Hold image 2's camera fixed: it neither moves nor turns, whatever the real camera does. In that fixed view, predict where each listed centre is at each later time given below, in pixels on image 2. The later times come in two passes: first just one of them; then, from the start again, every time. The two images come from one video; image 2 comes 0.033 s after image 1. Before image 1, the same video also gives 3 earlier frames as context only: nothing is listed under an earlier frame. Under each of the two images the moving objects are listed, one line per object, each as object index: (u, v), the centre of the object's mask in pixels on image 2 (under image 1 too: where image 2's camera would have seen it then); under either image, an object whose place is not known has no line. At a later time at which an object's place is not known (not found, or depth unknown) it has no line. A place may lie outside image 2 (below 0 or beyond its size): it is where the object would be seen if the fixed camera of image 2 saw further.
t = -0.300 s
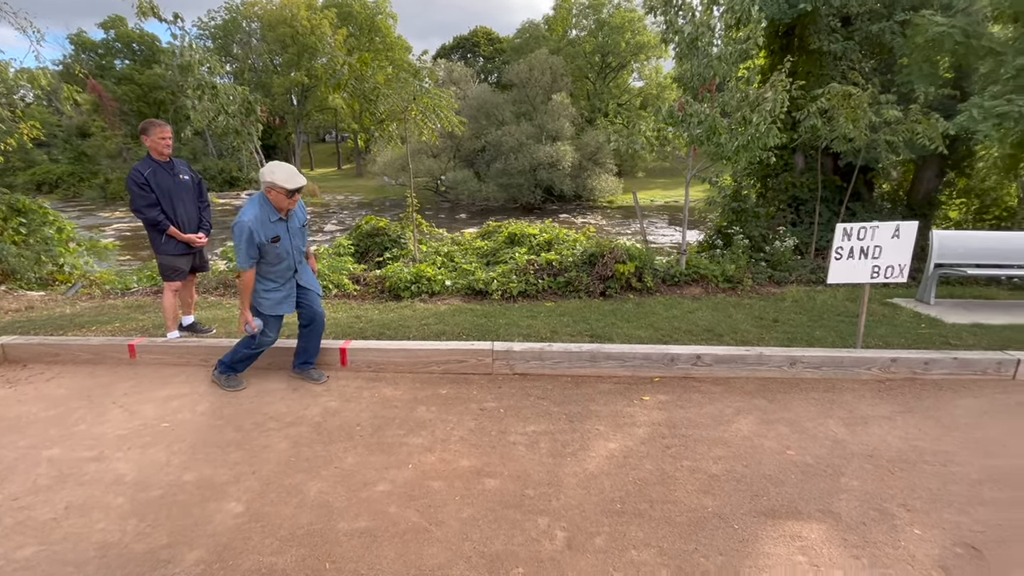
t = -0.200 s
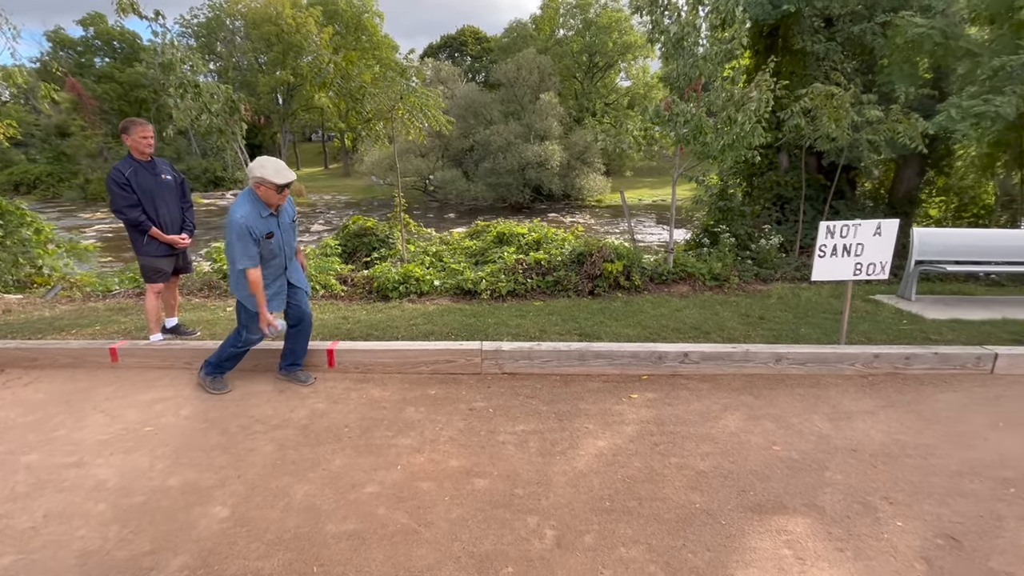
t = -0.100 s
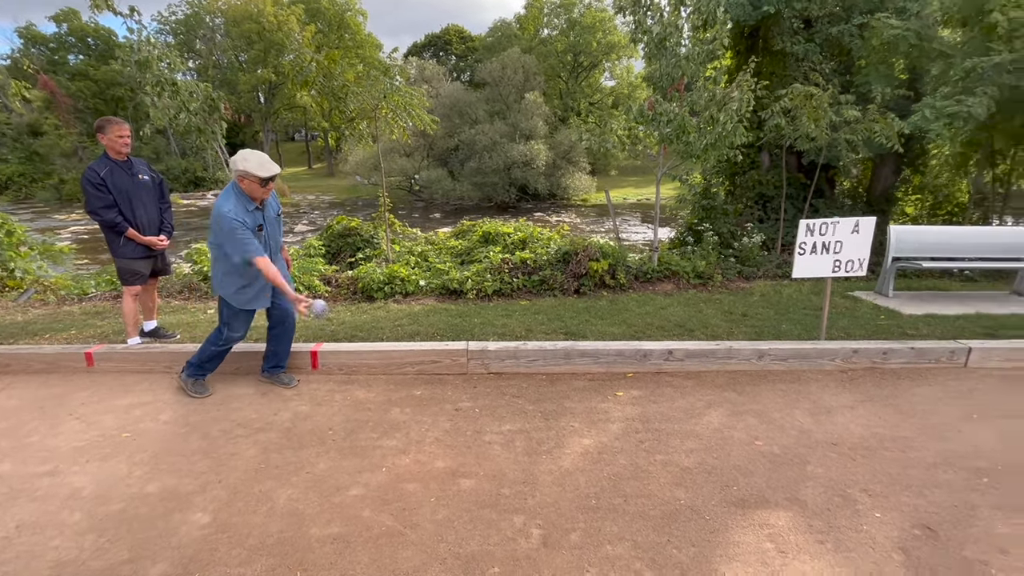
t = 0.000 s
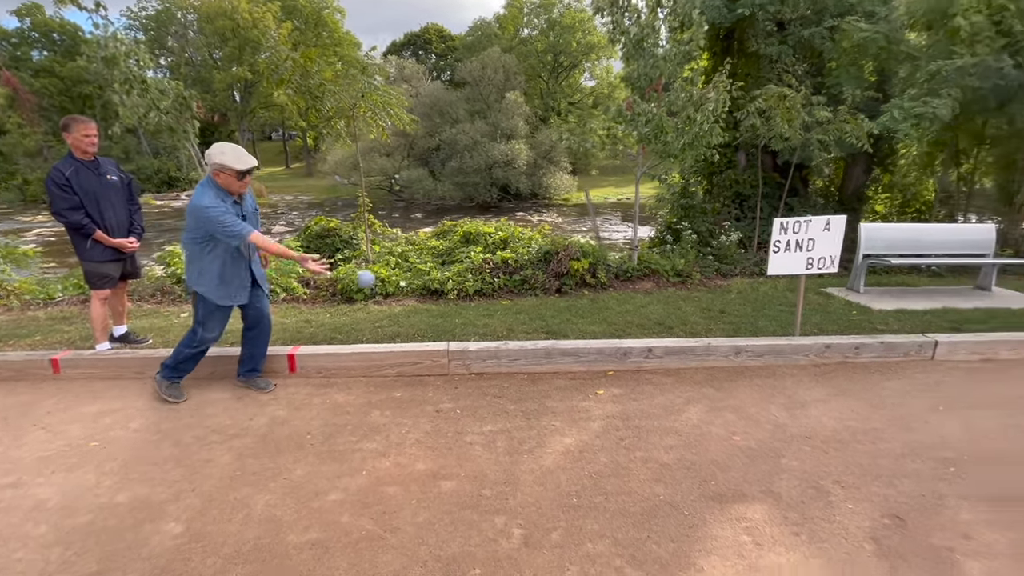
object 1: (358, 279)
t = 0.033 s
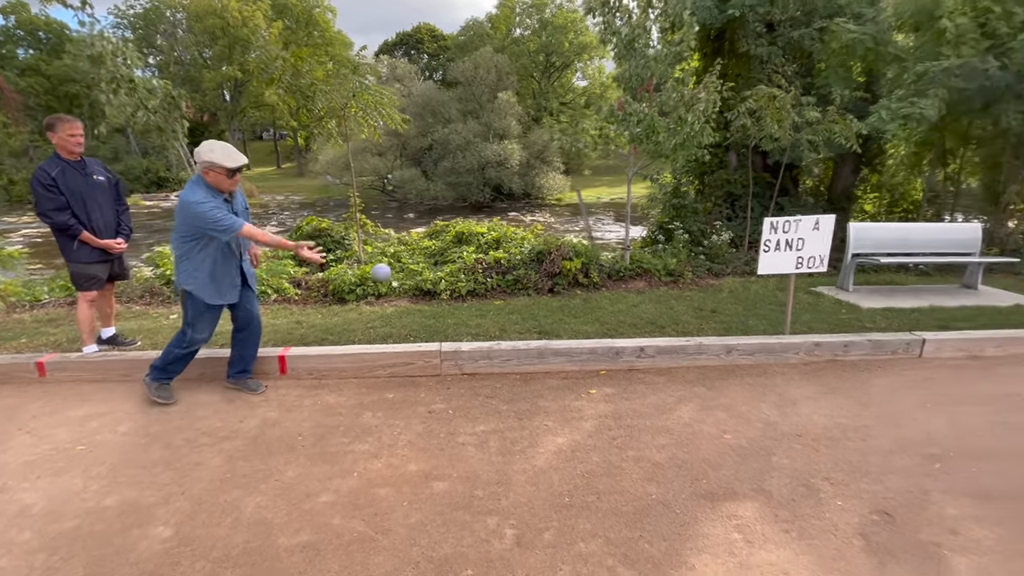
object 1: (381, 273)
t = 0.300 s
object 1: (580, 289)
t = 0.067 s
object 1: (405, 269)
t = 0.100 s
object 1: (430, 265)
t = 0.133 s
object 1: (455, 265)
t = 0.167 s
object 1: (480, 265)
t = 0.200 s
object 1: (505, 269)
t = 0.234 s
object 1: (530, 274)
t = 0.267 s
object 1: (555, 281)
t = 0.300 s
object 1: (580, 289)
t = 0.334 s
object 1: (605, 300)
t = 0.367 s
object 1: (631, 312)
